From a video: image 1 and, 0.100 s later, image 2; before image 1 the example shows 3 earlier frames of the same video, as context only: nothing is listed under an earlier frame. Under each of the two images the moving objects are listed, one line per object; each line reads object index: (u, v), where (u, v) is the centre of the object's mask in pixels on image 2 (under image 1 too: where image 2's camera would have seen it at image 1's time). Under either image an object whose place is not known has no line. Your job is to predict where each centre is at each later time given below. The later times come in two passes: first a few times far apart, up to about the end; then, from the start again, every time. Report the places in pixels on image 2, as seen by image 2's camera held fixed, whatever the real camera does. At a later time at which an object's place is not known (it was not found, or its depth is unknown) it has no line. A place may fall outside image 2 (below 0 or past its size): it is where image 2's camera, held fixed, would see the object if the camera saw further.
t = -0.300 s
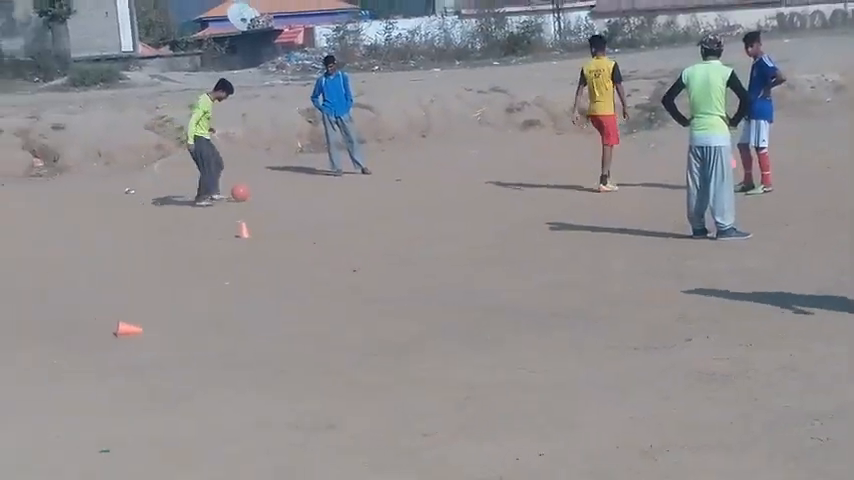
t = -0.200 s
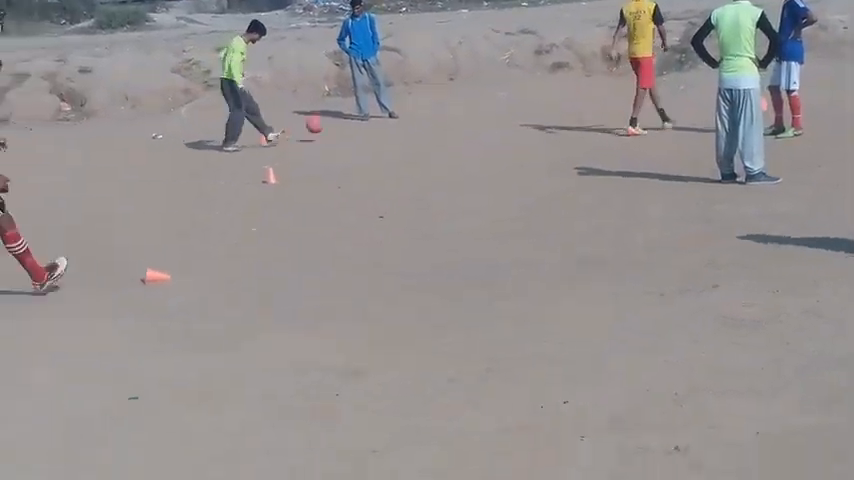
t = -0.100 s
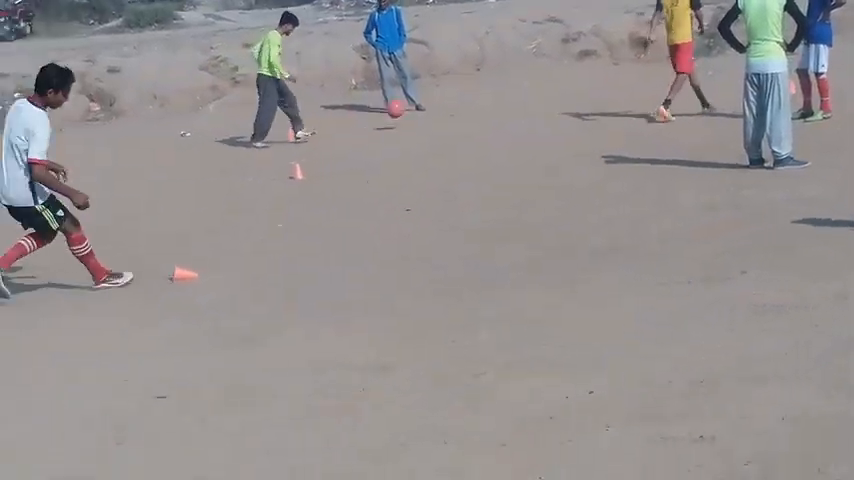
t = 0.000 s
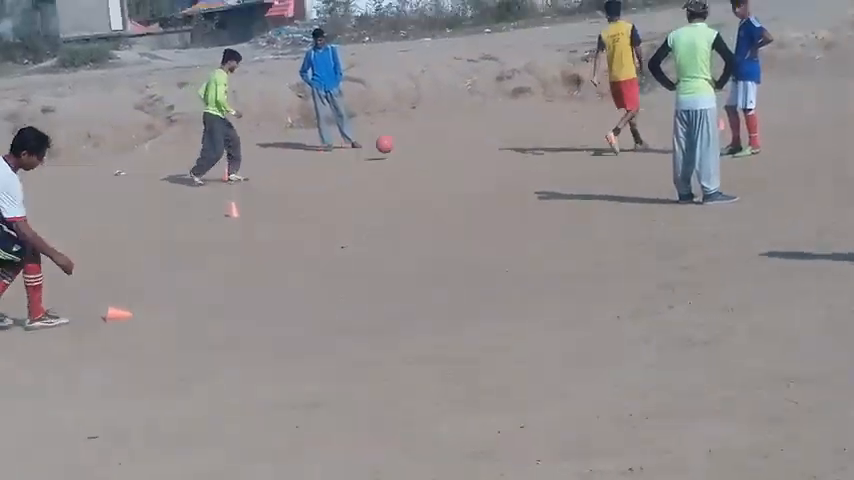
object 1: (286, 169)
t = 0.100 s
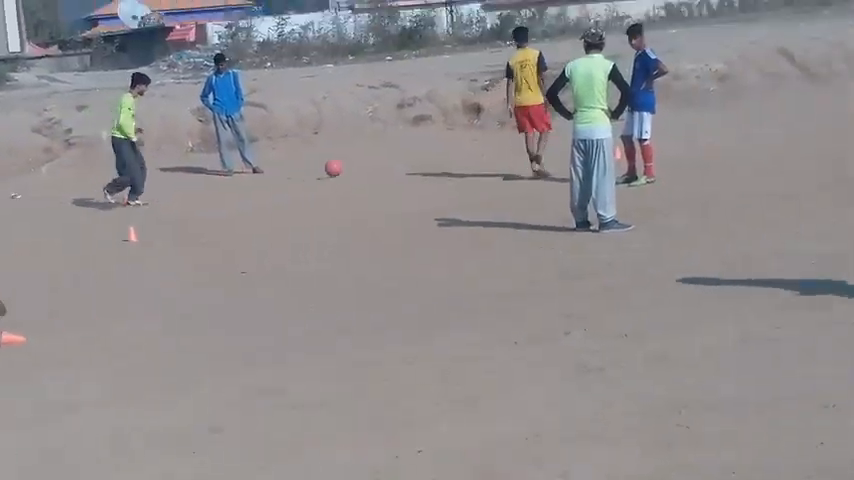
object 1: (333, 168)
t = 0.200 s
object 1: (372, 159)
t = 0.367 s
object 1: (429, 156)
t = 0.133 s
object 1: (346, 164)
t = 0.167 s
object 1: (359, 161)
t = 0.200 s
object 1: (372, 159)
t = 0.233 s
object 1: (384, 158)
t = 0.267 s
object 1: (397, 157)
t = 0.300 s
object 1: (409, 158)
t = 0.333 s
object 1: (420, 158)
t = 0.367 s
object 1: (429, 156)
